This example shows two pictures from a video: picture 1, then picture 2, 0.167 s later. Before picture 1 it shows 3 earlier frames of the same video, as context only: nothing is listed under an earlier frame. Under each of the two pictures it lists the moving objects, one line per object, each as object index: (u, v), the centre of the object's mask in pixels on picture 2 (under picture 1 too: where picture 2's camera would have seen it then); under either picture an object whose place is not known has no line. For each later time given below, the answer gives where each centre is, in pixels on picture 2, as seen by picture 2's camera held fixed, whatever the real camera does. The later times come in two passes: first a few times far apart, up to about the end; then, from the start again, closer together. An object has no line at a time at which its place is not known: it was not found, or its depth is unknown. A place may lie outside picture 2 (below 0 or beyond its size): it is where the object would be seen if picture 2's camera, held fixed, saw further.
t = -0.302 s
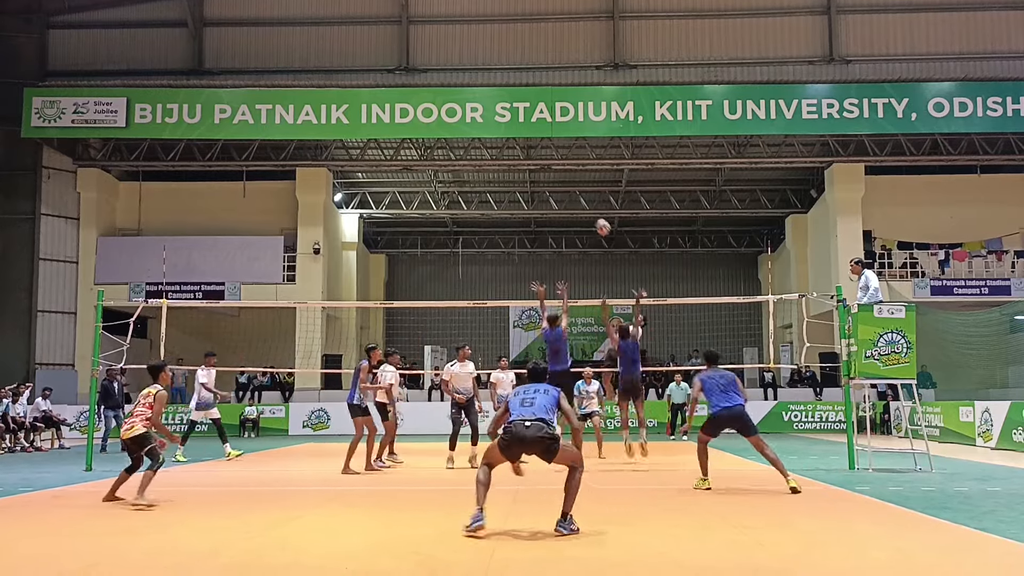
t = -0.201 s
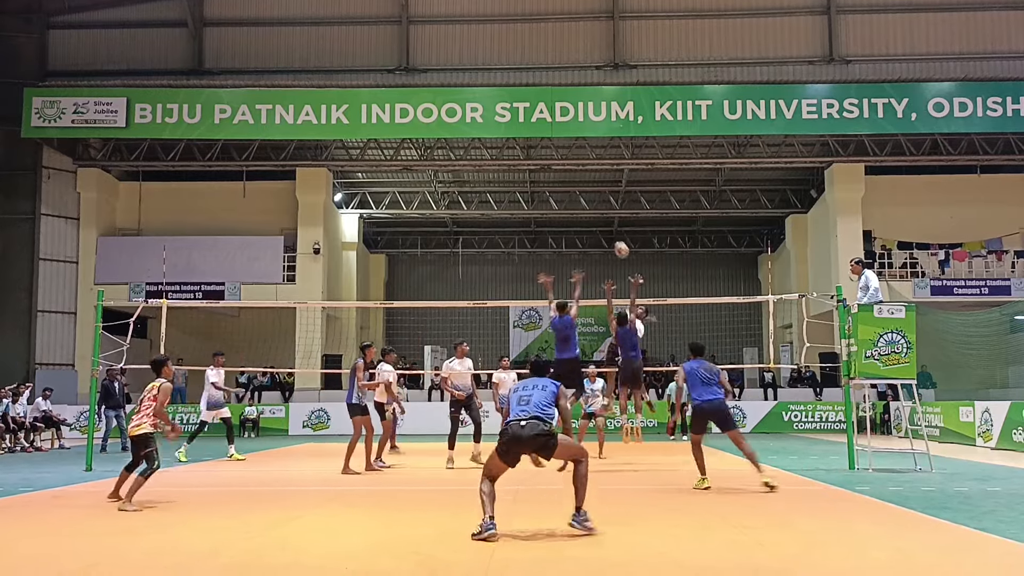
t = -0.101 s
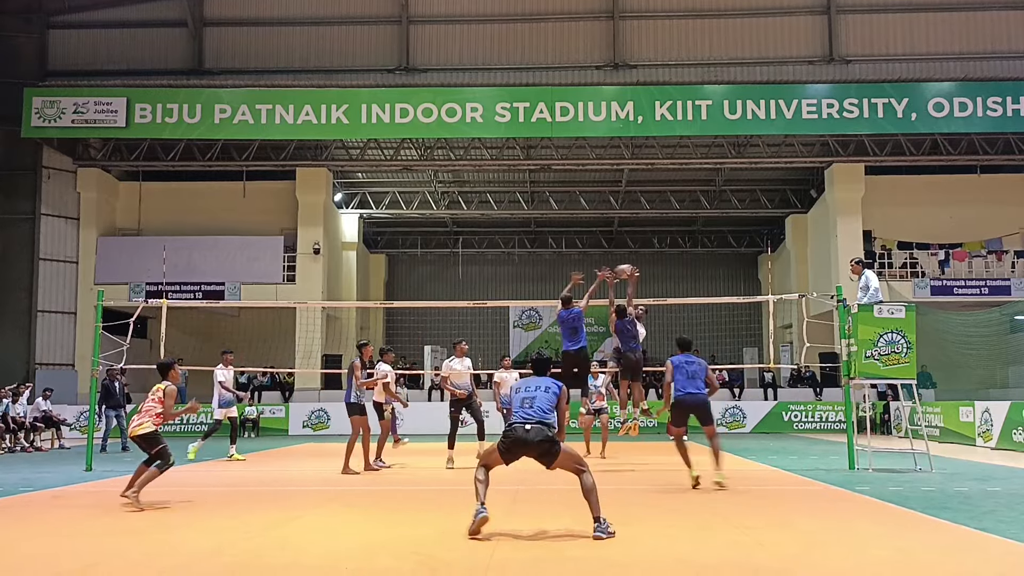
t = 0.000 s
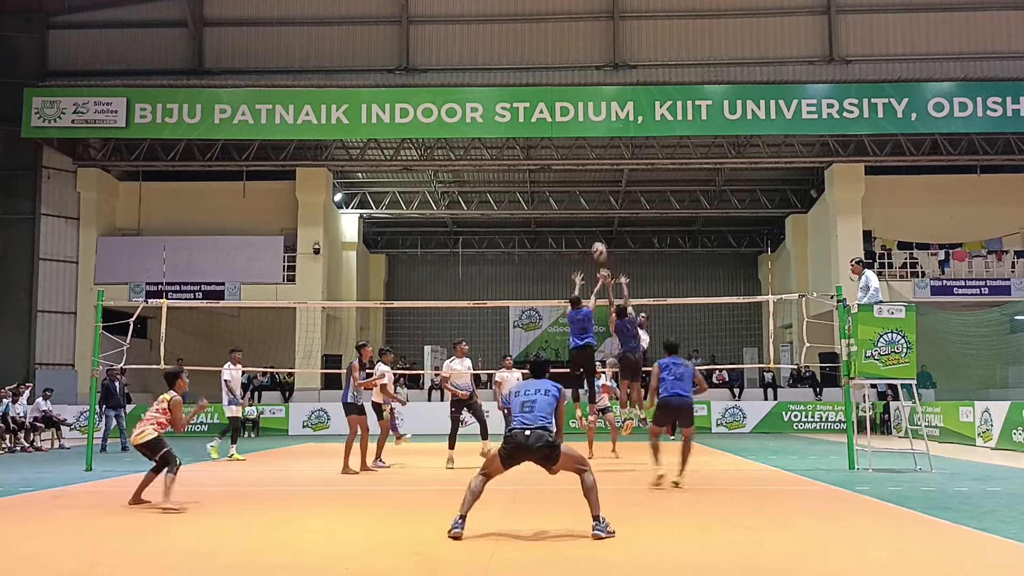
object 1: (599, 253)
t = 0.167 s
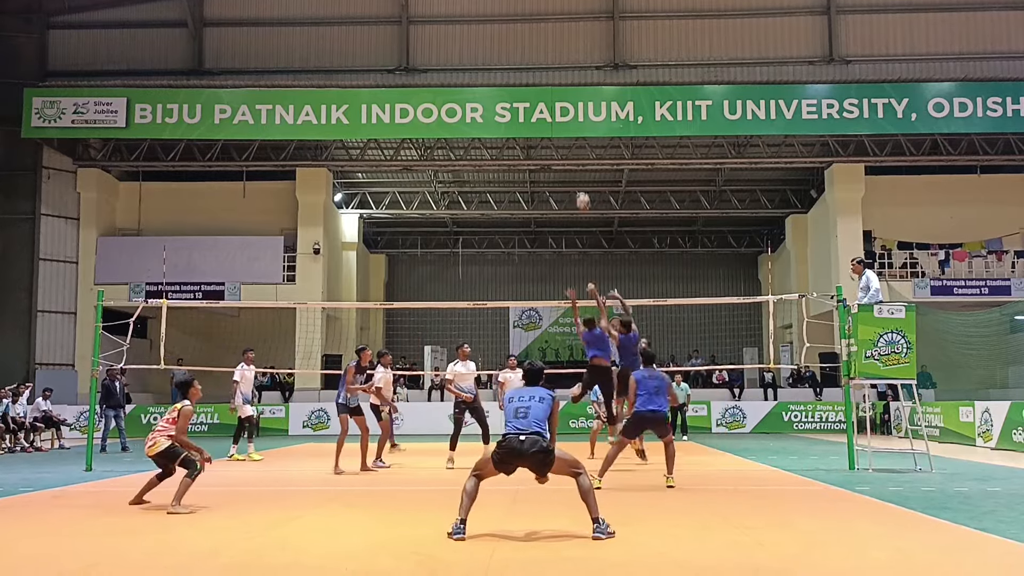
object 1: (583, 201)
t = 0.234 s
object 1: (576, 187)
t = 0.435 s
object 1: (557, 162)
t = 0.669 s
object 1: (537, 163)
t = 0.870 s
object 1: (520, 189)
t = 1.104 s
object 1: (502, 244)
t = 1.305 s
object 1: (486, 310)
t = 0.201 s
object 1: (579, 194)
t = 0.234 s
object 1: (576, 187)
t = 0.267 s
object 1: (573, 181)
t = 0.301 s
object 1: (570, 176)
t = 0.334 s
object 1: (567, 172)
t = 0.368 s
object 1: (564, 167)
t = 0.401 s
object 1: (560, 164)
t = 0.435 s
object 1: (557, 162)
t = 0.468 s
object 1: (555, 161)
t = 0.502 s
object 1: (552, 159)
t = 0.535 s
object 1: (549, 159)
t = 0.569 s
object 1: (546, 159)
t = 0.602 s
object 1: (543, 160)
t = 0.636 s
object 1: (540, 161)
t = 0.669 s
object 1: (537, 163)
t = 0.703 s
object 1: (534, 166)
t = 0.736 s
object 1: (531, 170)
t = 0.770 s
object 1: (529, 173)
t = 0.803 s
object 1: (526, 178)
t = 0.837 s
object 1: (523, 183)
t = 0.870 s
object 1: (520, 189)
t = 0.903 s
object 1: (518, 195)
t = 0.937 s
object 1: (515, 202)
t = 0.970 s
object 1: (513, 208)
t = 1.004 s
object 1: (510, 217)
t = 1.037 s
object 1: (508, 226)
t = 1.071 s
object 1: (505, 234)
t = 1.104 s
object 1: (502, 244)
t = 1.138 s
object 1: (500, 254)
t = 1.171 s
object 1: (497, 265)
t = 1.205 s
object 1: (494, 275)
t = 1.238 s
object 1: (492, 288)
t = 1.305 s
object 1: (486, 310)
